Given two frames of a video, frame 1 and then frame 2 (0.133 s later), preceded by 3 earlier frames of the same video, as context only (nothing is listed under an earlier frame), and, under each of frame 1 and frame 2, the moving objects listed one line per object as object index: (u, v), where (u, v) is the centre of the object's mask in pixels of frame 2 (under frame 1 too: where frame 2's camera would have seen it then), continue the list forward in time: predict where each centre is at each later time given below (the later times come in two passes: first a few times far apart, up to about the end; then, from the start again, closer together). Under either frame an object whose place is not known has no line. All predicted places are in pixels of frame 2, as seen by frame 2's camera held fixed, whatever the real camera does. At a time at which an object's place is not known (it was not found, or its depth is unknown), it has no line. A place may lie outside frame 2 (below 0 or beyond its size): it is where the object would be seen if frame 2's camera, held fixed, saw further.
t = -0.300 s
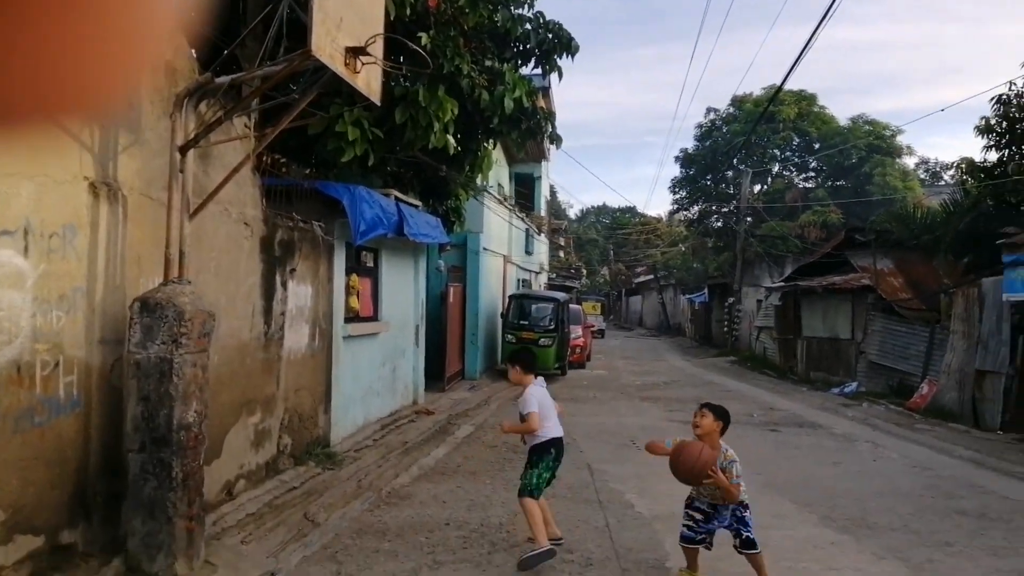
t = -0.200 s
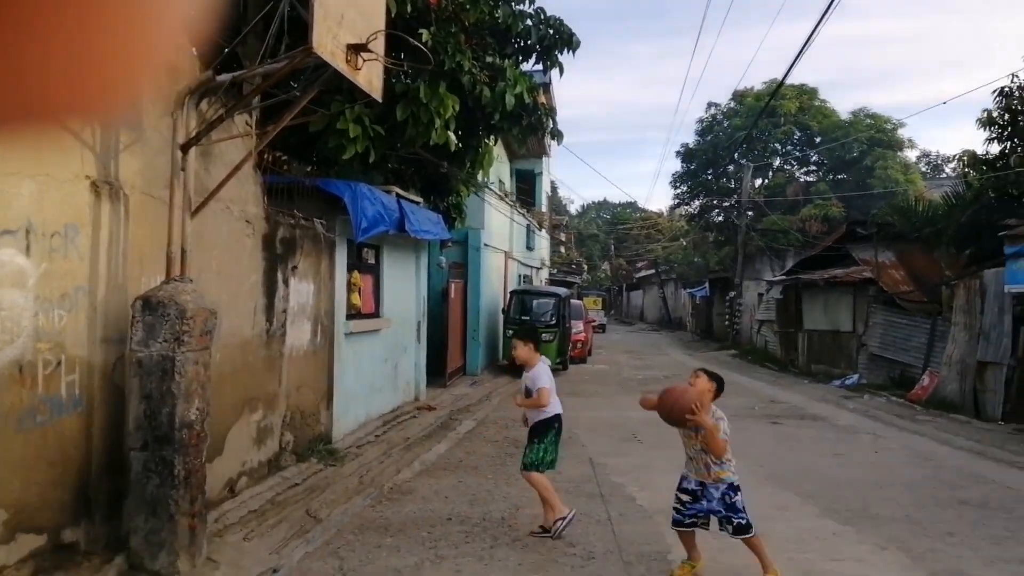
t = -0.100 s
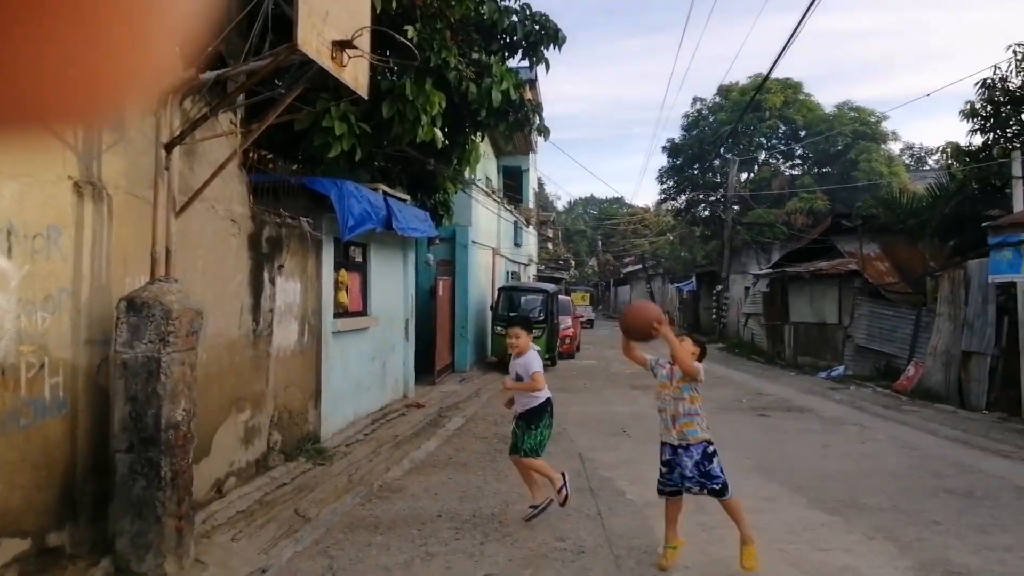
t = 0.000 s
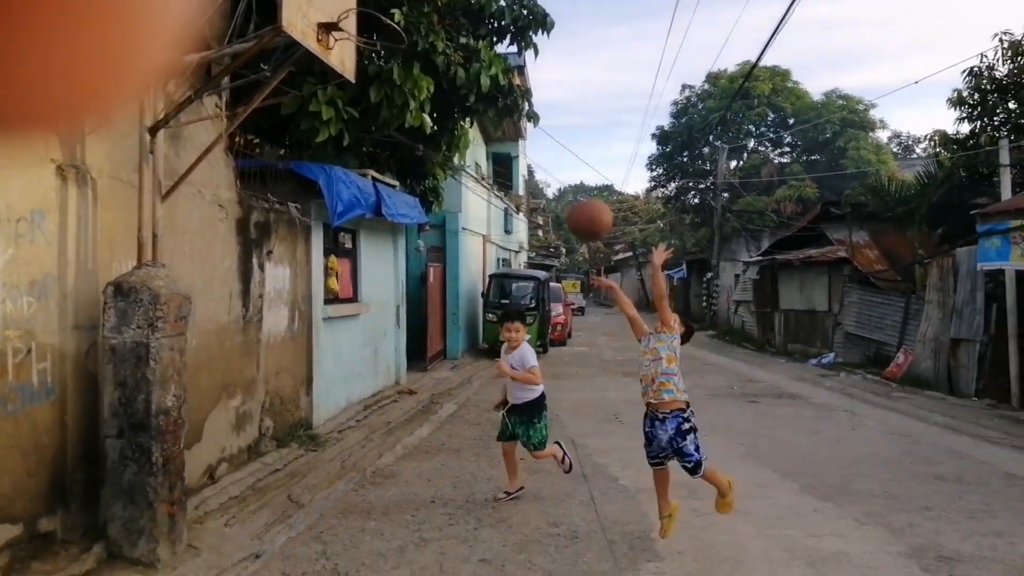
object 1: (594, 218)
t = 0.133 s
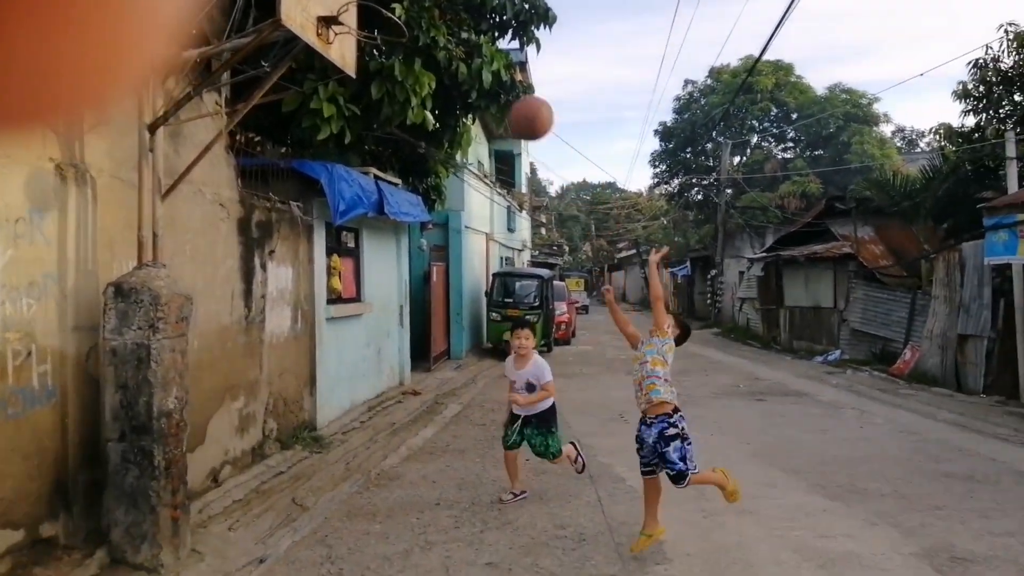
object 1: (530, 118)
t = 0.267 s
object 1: (455, 53)
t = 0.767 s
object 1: (427, 35)
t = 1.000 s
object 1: (452, 147)
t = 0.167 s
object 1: (512, 97)
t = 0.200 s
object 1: (492, 79)
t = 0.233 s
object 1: (474, 66)
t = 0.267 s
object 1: (455, 53)
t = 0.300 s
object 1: (445, 41)
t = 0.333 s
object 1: (440, 22)
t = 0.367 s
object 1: (427, 13)
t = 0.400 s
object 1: (419, 8)
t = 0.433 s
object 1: (416, 2)
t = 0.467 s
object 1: (426, -1)
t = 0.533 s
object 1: (425, -1)
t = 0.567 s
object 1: (417, 3)
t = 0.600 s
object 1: (422, 6)
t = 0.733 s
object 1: (427, 26)
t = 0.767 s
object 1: (427, 35)
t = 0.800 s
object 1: (429, 44)
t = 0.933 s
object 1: (446, 103)
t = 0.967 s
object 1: (447, 124)
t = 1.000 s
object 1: (452, 147)
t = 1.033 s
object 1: (454, 172)
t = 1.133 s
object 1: (466, 263)
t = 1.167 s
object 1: (470, 298)
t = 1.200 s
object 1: (475, 334)
